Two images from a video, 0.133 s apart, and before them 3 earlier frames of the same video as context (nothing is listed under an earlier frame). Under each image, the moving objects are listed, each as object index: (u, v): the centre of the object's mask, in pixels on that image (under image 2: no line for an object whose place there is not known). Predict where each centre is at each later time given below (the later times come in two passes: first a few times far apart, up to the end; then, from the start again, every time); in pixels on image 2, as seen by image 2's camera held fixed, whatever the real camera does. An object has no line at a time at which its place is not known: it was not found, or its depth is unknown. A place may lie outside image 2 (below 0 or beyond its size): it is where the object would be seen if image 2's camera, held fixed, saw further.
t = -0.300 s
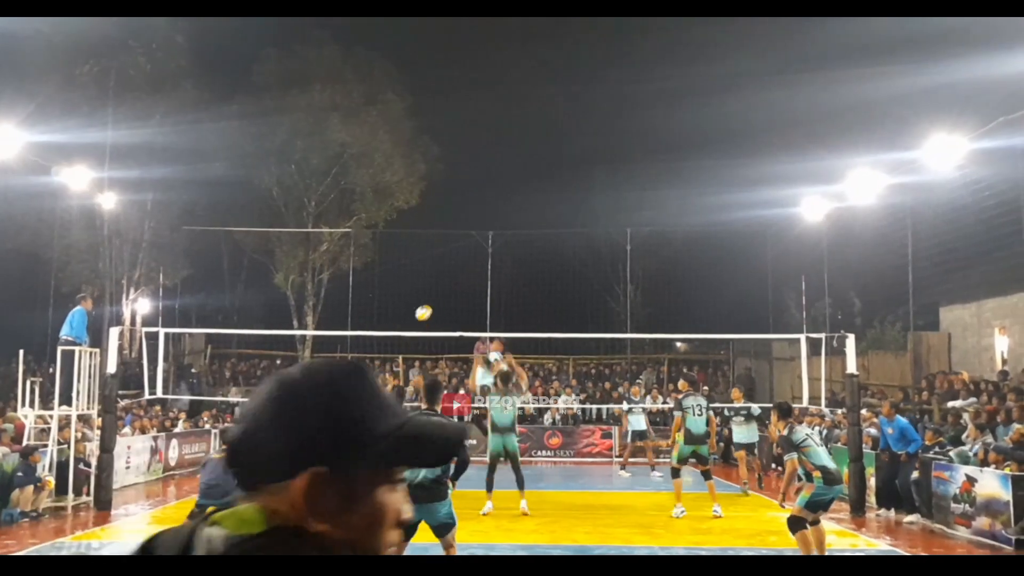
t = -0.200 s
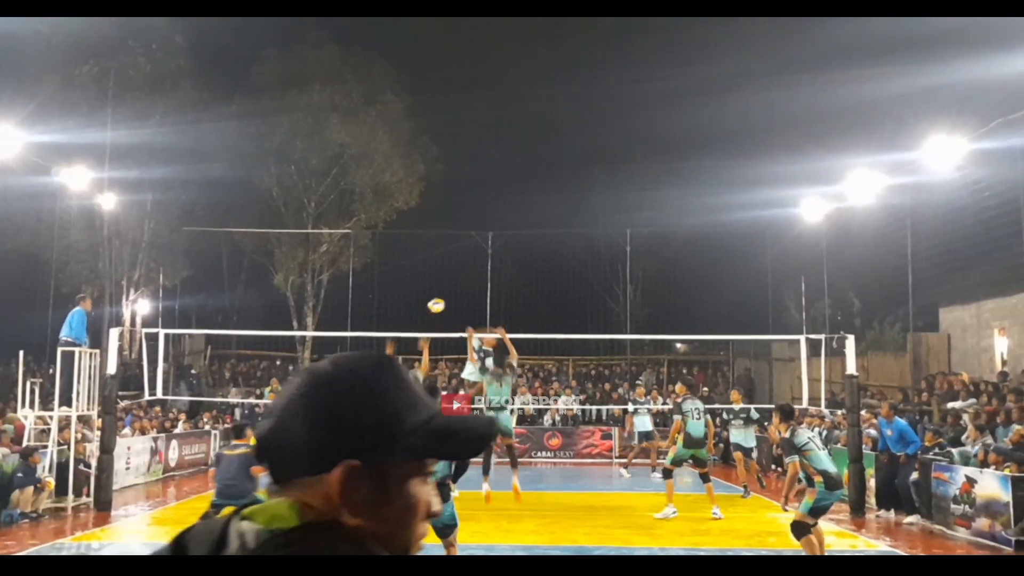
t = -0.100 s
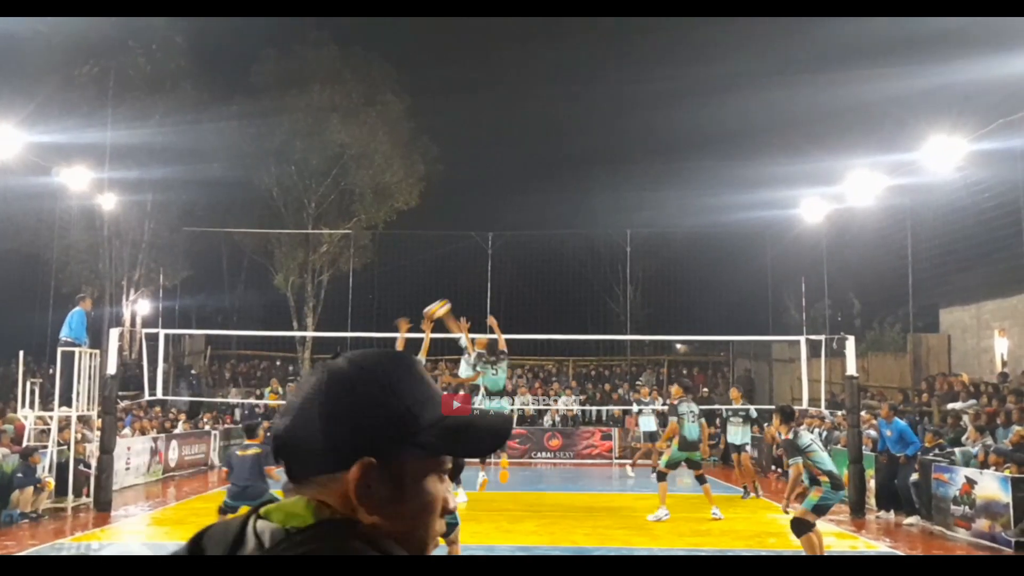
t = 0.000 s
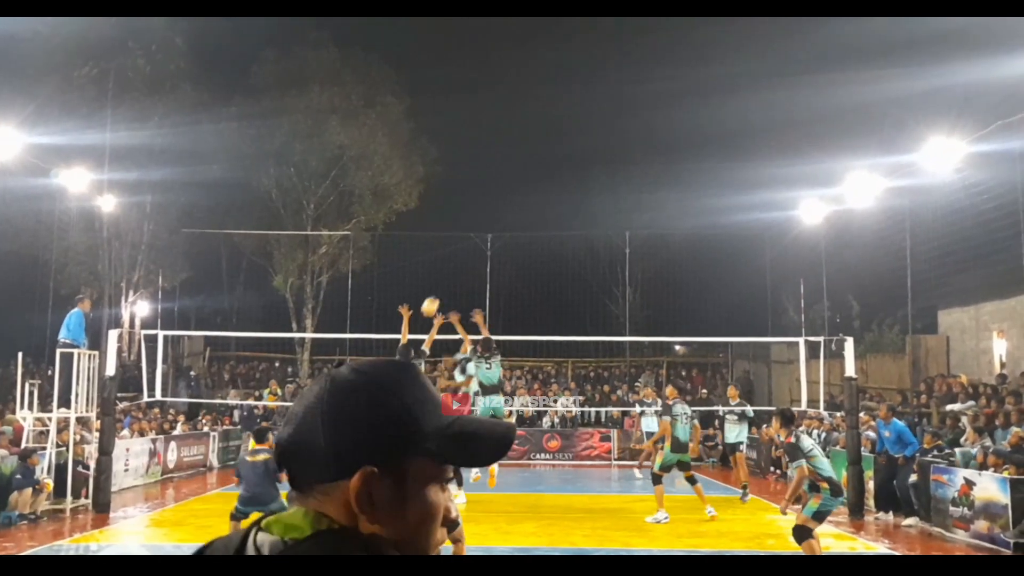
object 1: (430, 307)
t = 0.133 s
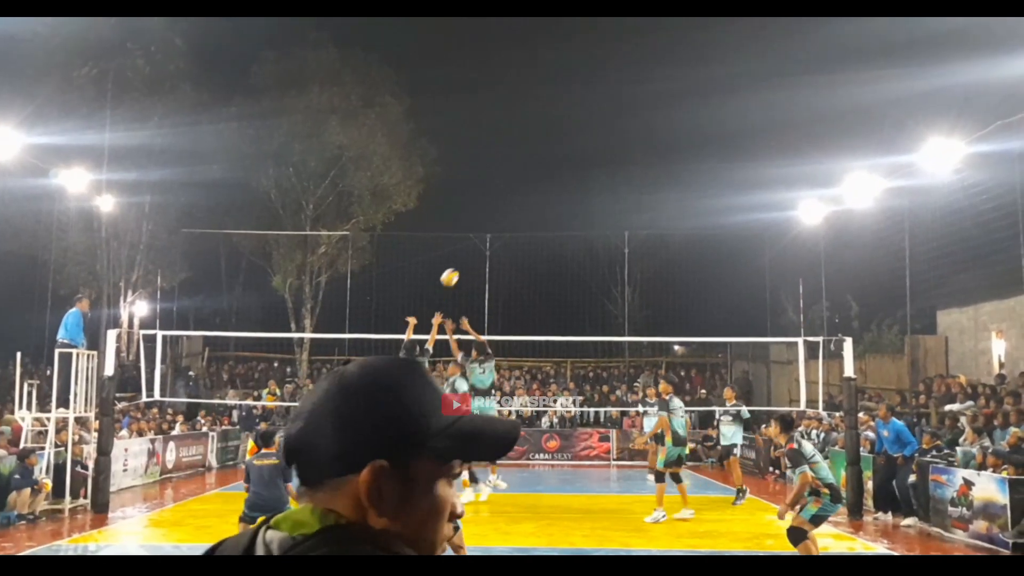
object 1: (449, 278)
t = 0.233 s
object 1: (464, 264)
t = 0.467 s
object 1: (498, 259)
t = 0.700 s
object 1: (529, 291)
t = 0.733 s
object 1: (534, 299)
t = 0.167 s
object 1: (455, 272)
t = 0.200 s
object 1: (460, 268)
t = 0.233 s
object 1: (464, 264)
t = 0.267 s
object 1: (470, 261)
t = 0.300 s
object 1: (474, 259)
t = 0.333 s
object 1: (479, 258)
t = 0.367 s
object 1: (484, 257)
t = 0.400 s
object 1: (489, 257)
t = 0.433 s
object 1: (494, 258)
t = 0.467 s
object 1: (498, 259)
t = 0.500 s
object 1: (502, 262)
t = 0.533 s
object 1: (507, 265)
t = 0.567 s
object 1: (512, 269)
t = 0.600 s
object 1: (516, 273)
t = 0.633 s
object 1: (521, 278)
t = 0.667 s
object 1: (525, 284)
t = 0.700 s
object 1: (529, 291)
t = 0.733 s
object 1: (534, 299)
